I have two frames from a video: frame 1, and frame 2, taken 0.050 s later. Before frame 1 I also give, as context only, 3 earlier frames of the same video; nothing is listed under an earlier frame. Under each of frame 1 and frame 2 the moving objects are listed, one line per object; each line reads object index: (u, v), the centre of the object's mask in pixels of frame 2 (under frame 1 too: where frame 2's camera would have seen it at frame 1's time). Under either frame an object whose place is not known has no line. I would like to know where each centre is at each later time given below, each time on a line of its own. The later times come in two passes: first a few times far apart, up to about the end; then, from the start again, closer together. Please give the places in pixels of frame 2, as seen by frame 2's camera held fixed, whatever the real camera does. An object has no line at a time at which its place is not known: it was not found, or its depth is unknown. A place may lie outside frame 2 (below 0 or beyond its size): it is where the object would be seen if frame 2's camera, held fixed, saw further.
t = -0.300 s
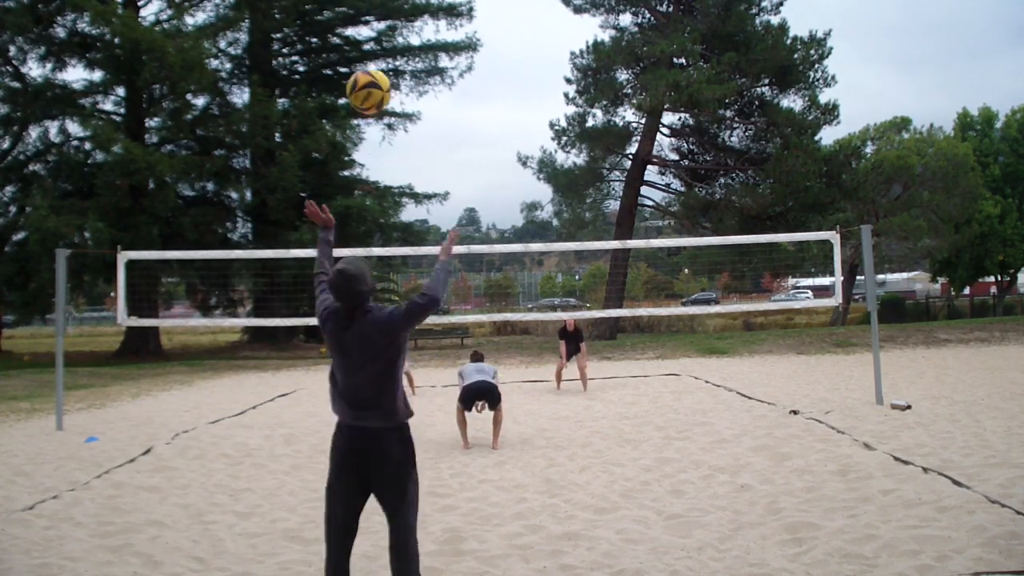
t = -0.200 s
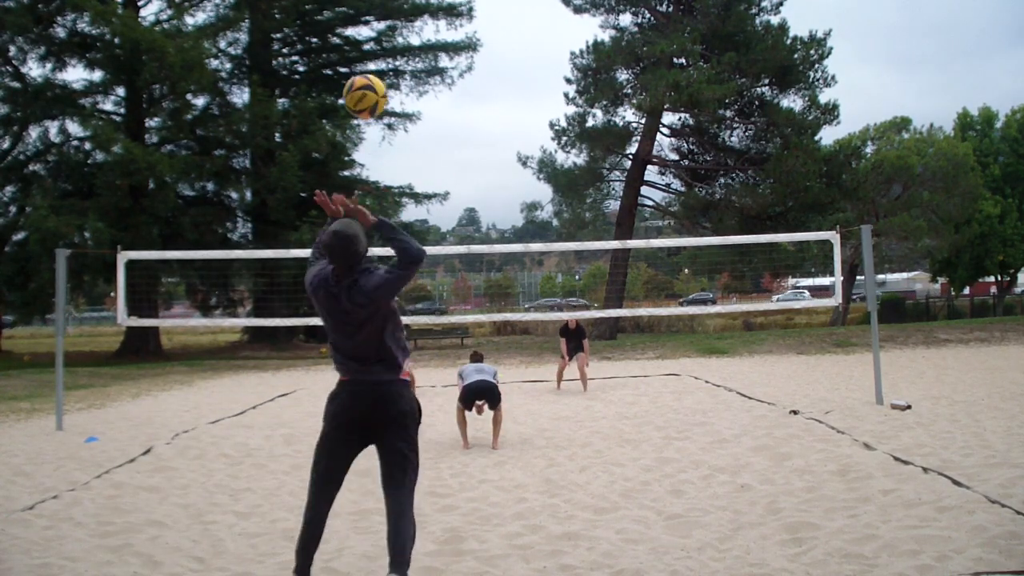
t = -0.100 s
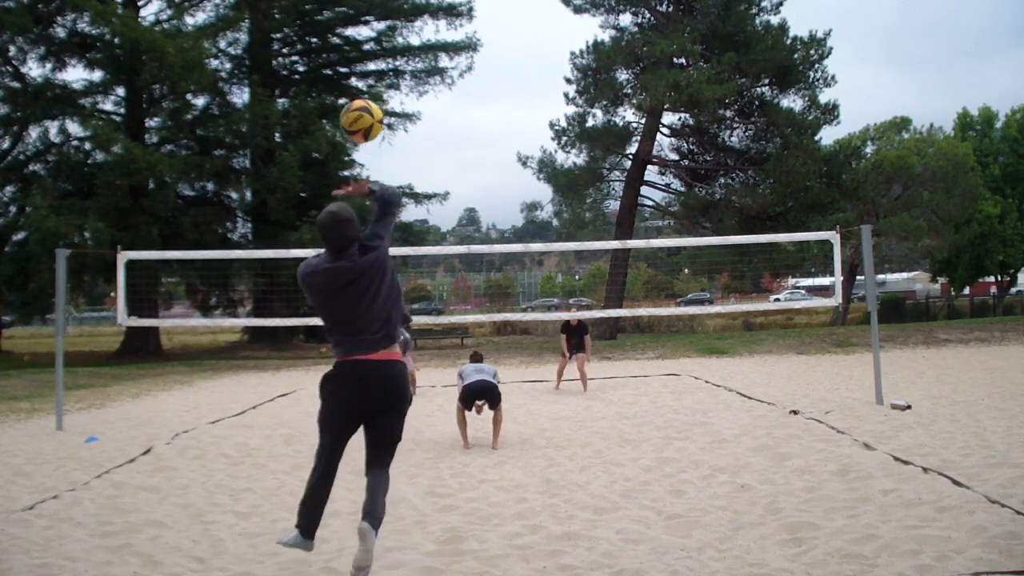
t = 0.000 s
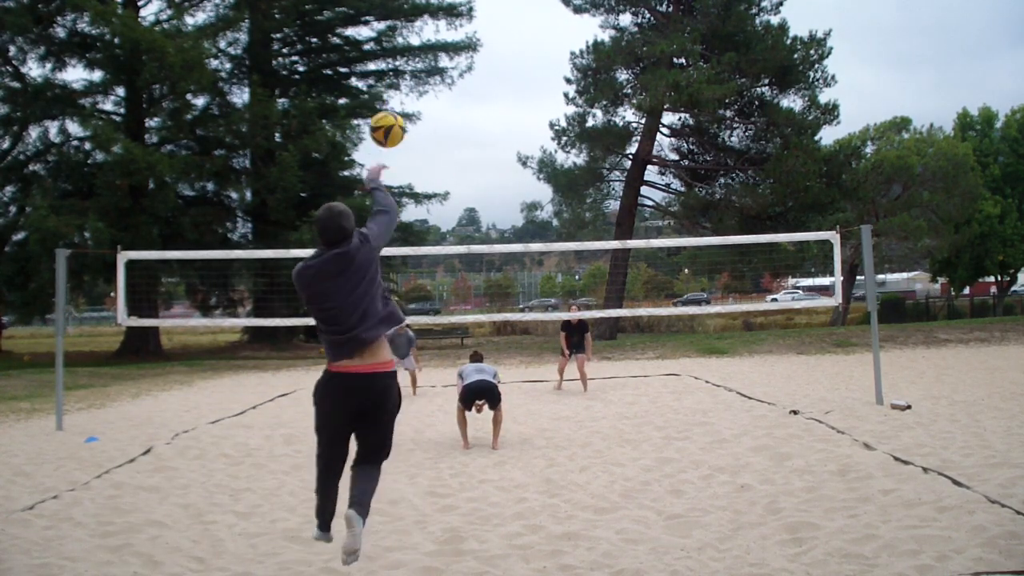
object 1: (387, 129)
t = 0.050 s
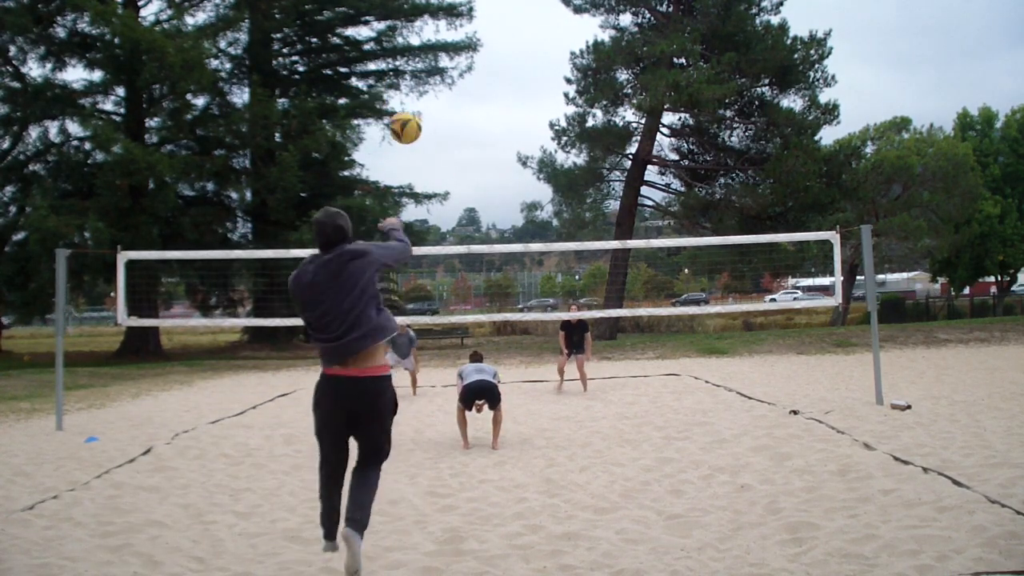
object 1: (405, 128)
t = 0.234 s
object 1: (449, 149)
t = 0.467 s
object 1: (471, 205)
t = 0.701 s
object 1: (478, 269)
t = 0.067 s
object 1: (410, 128)
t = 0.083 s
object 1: (415, 129)
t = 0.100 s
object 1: (420, 130)
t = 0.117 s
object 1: (424, 131)
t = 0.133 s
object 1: (428, 133)
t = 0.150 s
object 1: (433, 135)
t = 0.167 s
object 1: (436, 137)
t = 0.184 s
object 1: (440, 140)
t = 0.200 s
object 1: (443, 143)
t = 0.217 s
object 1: (446, 146)
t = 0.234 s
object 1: (449, 149)
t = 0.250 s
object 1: (452, 153)
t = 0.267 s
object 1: (454, 156)
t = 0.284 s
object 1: (456, 160)
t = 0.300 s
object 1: (458, 164)
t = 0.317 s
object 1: (460, 167)
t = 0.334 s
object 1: (462, 171)
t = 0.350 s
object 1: (463, 175)
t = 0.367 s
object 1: (465, 180)
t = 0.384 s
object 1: (466, 183)
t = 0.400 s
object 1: (467, 188)
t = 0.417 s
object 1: (469, 192)
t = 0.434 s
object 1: (470, 196)
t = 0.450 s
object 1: (470, 201)
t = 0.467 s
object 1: (471, 205)
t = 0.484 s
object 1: (472, 210)
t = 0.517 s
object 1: (474, 219)
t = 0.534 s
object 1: (475, 223)
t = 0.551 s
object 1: (475, 227)
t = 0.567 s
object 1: (476, 233)
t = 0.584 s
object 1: (476, 237)
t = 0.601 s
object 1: (476, 239)
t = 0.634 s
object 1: (478, 256)
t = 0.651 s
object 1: (477, 258)
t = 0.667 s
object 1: (477, 261)
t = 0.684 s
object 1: (478, 264)
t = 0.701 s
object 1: (478, 269)
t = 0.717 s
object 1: (478, 274)
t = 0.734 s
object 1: (478, 279)
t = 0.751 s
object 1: (478, 284)
